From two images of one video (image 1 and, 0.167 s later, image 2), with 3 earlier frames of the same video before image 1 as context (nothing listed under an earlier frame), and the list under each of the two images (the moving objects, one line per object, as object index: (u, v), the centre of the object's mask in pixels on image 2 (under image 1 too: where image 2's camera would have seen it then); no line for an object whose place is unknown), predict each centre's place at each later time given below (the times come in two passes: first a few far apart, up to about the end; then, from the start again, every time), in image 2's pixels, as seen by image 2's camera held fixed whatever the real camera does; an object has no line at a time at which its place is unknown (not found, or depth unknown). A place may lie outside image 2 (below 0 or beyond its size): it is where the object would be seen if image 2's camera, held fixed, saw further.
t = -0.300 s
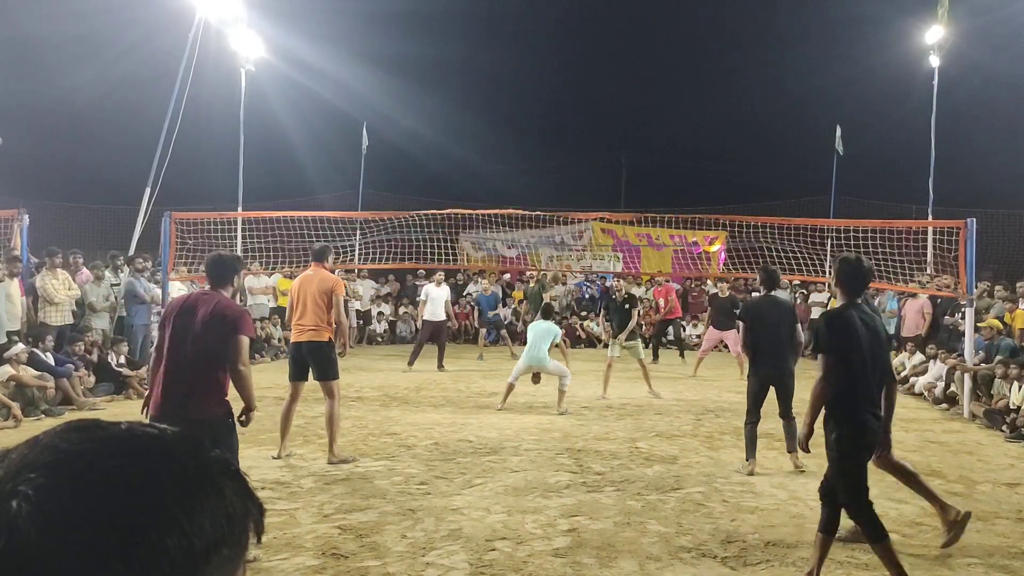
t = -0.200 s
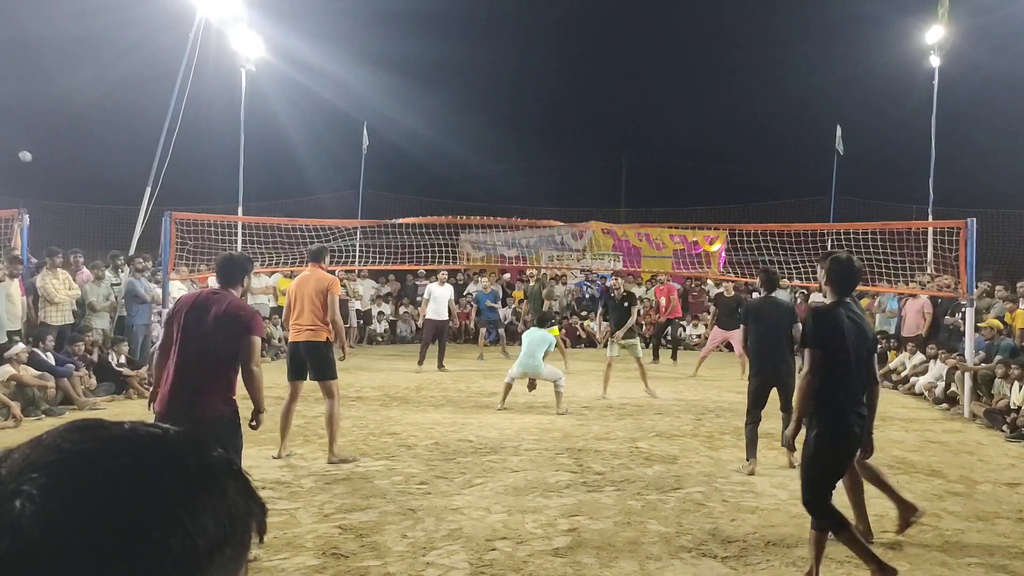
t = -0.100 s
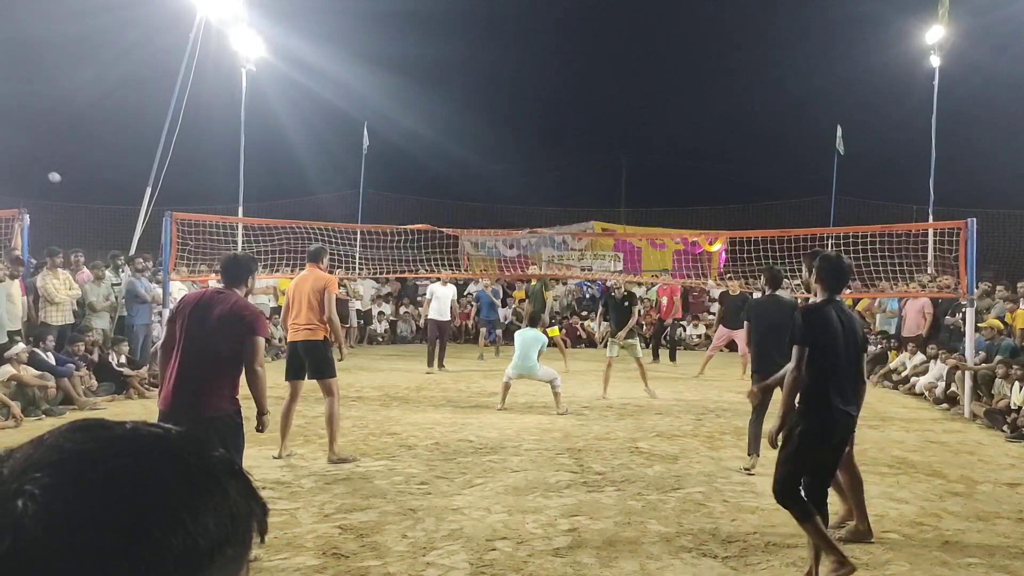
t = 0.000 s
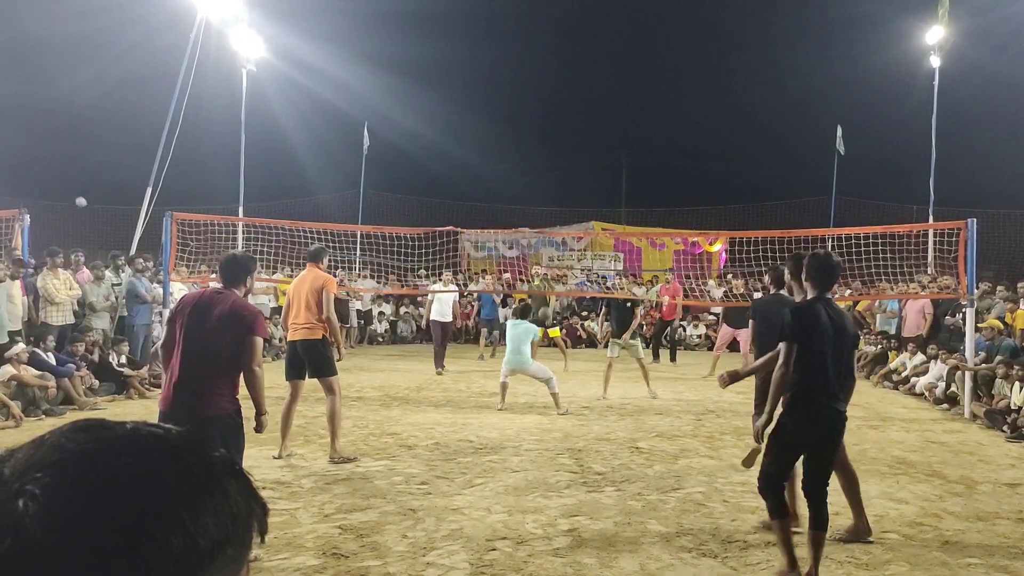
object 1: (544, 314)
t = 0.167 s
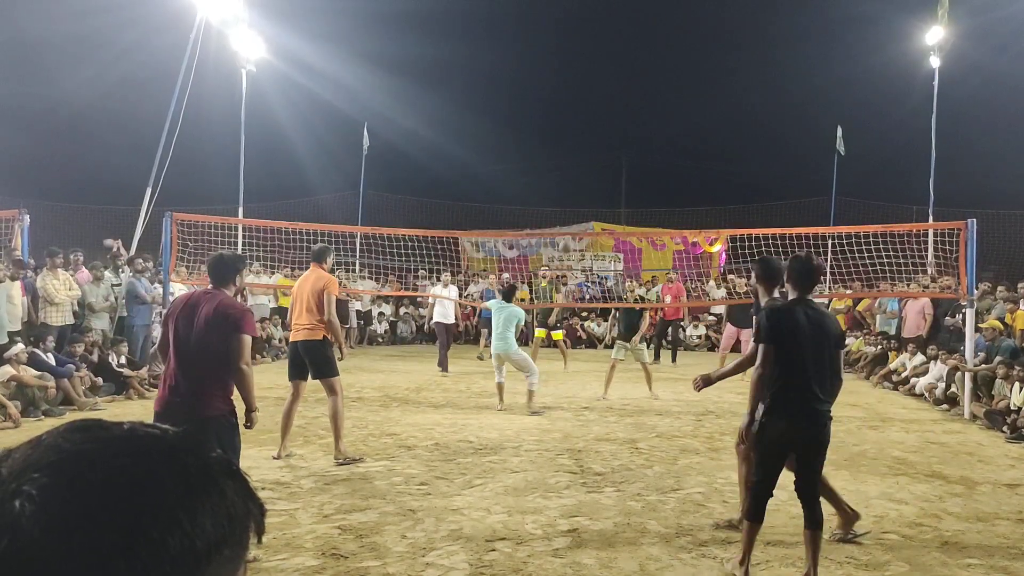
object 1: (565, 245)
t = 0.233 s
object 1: (574, 224)
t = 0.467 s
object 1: (607, 173)
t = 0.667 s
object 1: (635, 164)
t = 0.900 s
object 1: (672, 200)
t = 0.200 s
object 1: (570, 235)
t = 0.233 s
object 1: (574, 224)
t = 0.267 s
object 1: (579, 215)
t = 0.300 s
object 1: (583, 205)
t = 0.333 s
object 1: (588, 197)
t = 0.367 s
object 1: (592, 190)
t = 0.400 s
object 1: (597, 183)
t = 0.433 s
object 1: (602, 177)
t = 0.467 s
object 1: (607, 173)
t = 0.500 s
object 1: (612, 169)
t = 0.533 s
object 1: (617, 166)
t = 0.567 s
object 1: (621, 164)
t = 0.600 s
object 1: (626, 163)
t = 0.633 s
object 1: (631, 163)
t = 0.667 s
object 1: (635, 164)
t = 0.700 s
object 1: (640, 166)
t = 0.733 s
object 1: (645, 169)
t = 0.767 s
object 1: (650, 172)
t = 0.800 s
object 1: (656, 178)
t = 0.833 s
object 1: (662, 184)
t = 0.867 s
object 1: (667, 191)
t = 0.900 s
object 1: (672, 200)
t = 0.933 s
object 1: (677, 210)
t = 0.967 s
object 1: (683, 221)
